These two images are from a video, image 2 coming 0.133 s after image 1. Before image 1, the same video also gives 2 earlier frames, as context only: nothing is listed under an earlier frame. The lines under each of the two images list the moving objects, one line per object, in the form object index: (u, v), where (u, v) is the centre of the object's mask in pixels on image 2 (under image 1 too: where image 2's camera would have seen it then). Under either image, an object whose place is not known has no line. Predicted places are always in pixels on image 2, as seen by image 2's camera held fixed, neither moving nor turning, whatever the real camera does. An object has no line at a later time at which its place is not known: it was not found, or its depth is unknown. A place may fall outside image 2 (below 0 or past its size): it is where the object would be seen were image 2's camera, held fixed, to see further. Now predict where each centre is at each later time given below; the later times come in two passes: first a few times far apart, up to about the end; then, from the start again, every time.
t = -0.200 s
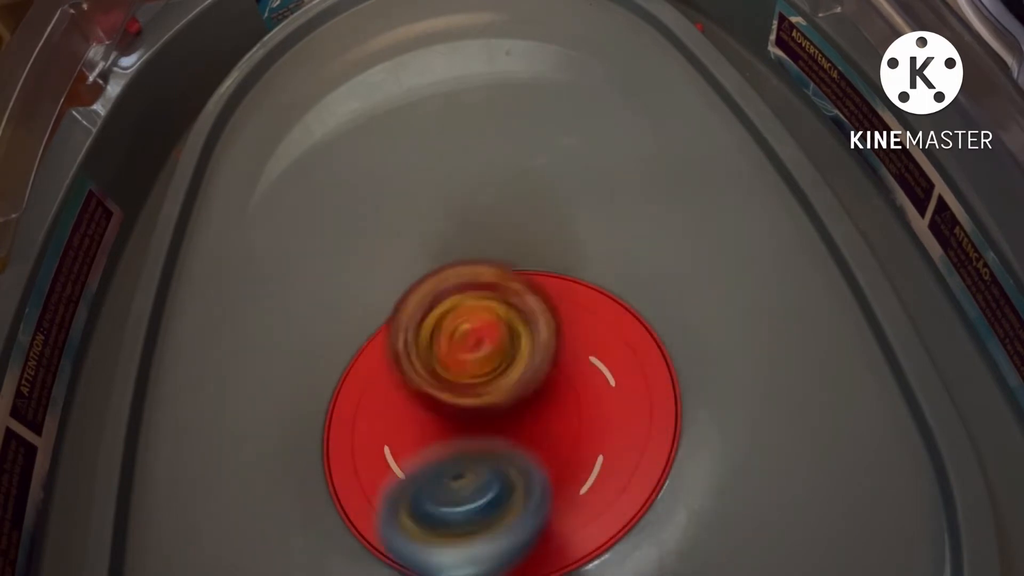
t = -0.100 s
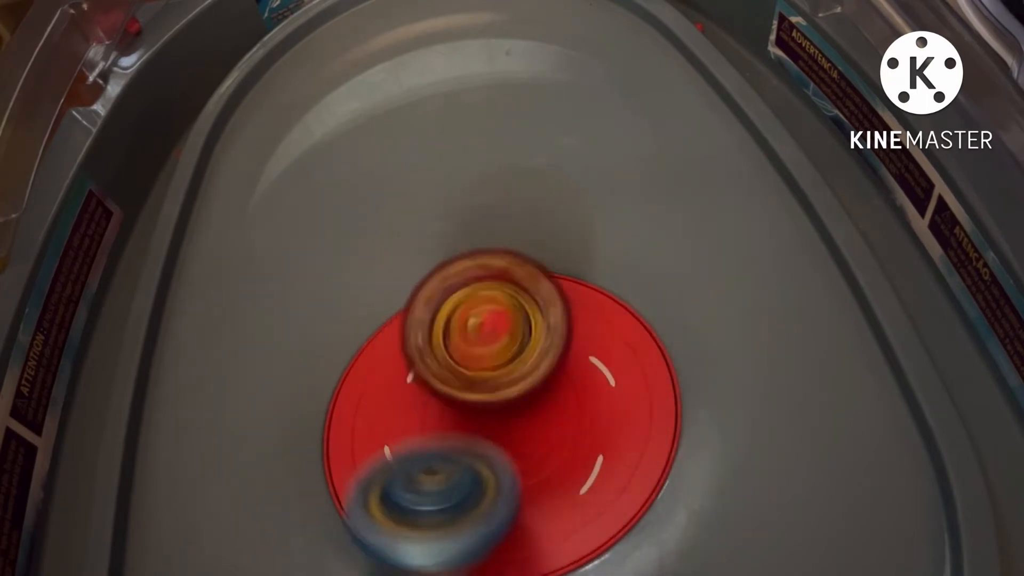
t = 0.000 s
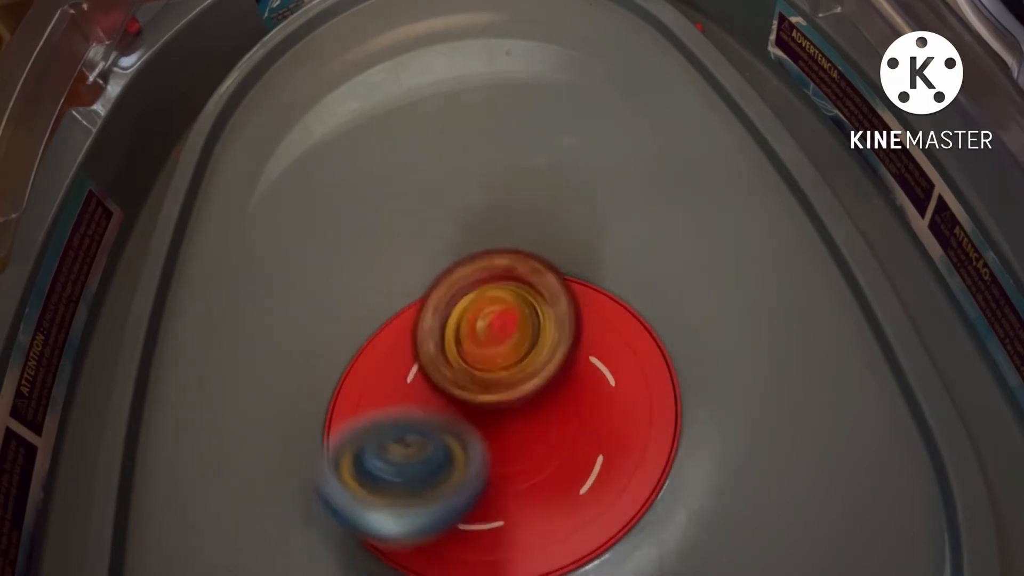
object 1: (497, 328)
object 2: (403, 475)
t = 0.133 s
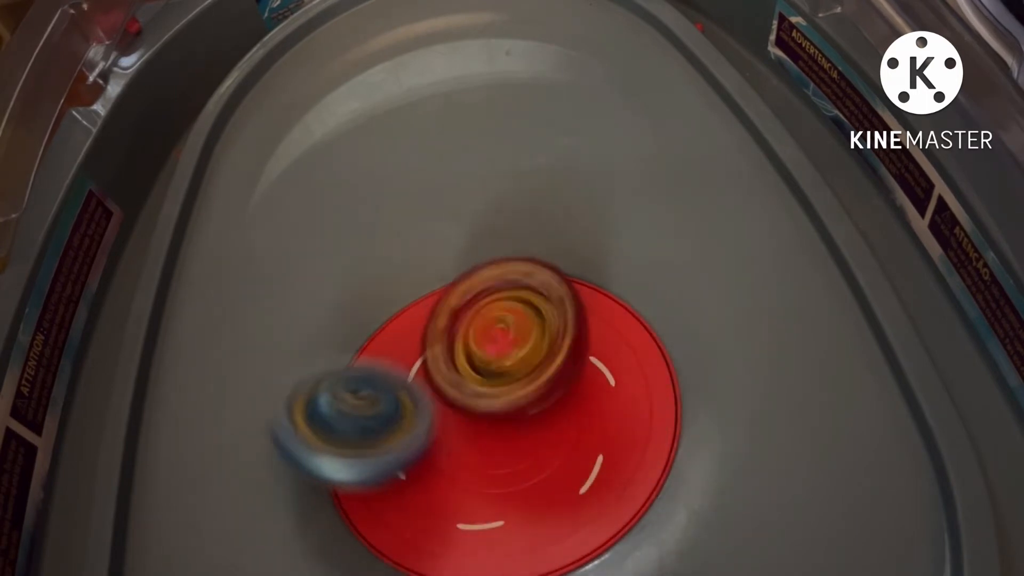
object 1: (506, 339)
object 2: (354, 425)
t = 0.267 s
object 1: (510, 353)
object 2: (323, 371)
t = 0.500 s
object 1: (489, 386)
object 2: (359, 317)
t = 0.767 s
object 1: (473, 408)
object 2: (407, 288)
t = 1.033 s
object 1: (459, 387)
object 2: (515, 251)
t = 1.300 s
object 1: (455, 371)
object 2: (614, 305)
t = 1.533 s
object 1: (463, 365)
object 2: (644, 405)
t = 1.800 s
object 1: (478, 357)
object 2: (577, 495)
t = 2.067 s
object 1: (479, 286)
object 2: (452, 537)
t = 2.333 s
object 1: (453, 286)
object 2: (389, 483)
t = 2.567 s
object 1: (493, 336)
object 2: (314, 377)
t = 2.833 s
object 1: (557, 311)
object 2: (294, 241)
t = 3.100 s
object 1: (515, 368)
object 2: (364, 132)
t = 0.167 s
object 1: (509, 340)
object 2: (340, 411)
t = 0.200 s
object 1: (510, 345)
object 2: (328, 396)
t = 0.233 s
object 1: (510, 350)
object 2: (323, 382)
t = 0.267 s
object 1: (510, 353)
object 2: (323, 371)
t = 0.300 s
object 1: (507, 357)
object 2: (326, 362)
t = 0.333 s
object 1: (506, 361)
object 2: (331, 354)
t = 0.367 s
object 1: (504, 363)
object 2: (338, 346)
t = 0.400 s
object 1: (499, 366)
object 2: (346, 339)
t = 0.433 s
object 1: (499, 372)
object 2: (349, 331)
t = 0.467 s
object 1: (495, 380)
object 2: (352, 324)
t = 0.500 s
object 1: (489, 386)
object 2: (359, 317)
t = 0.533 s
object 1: (490, 388)
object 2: (364, 313)
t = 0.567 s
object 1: (490, 391)
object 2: (370, 308)
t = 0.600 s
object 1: (489, 395)
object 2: (378, 304)
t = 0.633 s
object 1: (486, 399)
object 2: (386, 302)
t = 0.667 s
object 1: (482, 403)
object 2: (392, 298)
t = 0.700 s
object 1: (480, 405)
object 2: (397, 296)
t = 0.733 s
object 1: (477, 407)
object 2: (402, 291)
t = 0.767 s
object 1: (473, 408)
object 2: (407, 288)
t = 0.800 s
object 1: (472, 407)
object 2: (415, 283)
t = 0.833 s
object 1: (470, 406)
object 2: (423, 277)
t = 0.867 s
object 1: (468, 404)
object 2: (435, 271)
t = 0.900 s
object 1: (463, 401)
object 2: (447, 266)
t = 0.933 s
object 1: (463, 397)
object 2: (463, 260)
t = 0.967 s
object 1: (463, 392)
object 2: (480, 255)
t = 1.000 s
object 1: (463, 388)
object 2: (498, 253)
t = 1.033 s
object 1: (459, 387)
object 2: (515, 251)
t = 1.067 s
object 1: (455, 381)
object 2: (526, 255)
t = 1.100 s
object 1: (454, 378)
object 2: (540, 256)
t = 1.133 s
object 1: (455, 376)
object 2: (554, 261)
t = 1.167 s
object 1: (454, 376)
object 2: (565, 268)
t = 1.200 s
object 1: (452, 375)
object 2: (576, 276)
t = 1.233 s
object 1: (450, 374)
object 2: (586, 285)
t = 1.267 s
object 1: (453, 372)
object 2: (599, 295)
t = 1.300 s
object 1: (455, 371)
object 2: (614, 305)
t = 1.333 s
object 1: (454, 372)
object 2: (624, 316)
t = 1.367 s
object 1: (451, 371)
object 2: (632, 332)
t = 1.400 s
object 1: (453, 369)
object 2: (637, 348)
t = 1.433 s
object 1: (456, 368)
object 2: (642, 362)
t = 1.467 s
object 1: (457, 368)
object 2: (646, 377)
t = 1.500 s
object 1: (457, 367)
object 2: (646, 392)
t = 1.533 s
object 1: (463, 365)
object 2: (644, 405)
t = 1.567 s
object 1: (464, 364)
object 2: (636, 418)
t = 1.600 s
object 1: (469, 366)
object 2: (628, 431)
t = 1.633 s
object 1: (472, 367)
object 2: (620, 445)
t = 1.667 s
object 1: (472, 361)
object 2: (614, 459)
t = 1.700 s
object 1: (476, 359)
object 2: (610, 473)
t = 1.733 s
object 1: (479, 356)
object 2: (604, 485)
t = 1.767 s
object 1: (480, 356)
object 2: (590, 490)
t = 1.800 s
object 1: (478, 357)
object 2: (577, 495)
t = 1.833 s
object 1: (473, 356)
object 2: (561, 498)
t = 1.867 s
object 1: (473, 354)
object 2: (546, 500)
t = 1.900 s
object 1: (475, 352)
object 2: (530, 502)
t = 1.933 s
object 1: (481, 347)
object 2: (514, 503)
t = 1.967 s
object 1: (486, 330)
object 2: (496, 515)
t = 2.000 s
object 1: (483, 307)
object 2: (480, 527)
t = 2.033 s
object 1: (478, 297)
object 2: (465, 533)
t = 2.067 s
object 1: (479, 286)
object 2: (452, 537)
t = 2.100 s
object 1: (476, 278)
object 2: (439, 538)
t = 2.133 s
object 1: (473, 274)
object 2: (428, 538)
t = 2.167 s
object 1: (471, 272)
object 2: (416, 536)
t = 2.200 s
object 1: (467, 271)
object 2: (409, 532)
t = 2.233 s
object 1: (463, 274)
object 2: (402, 527)
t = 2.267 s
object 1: (458, 278)
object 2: (398, 517)
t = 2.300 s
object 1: (453, 281)
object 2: (391, 504)
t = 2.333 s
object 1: (453, 286)
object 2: (389, 483)
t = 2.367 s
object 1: (454, 289)
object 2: (385, 466)
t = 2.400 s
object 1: (456, 296)
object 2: (379, 444)
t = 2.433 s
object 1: (457, 302)
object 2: (367, 430)
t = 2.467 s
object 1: (468, 298)
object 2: (349, 418)
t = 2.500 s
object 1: (477, 309)
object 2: (334, 406)
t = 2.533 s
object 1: (477, 325)
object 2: (324, 394)
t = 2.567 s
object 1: (493, 336)
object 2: (314, 377)
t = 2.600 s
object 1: (526, 339)
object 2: (297, 365)
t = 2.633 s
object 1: (552, 336)
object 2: (287, 349)
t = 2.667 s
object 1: (571, 330)
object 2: (282, 333)
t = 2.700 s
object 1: (578, 327)
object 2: (281, 317)
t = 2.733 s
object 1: (576, 322)
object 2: (283, 300)
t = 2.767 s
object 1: (570, 318)
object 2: (283, 284)
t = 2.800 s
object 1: (563, 314)
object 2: (289, 260)
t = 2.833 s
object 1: (557, 311)
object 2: (294, 241)
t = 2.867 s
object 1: (545, 311)
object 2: (296, 228)
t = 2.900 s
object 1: (531, 313)
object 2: (303, 211)
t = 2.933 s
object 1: (517, 321)
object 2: (312, 196)
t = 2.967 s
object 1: (504, 332)
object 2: (323, 179)
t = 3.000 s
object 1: (495, 347)
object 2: (330, 168)
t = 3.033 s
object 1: (495, 360)
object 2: (338, 155)
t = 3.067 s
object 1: (503, 368)
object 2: (351, 144)
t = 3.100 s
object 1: (515, 368)
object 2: (364, 132)
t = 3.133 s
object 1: (525, 364)
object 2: (379, 120)
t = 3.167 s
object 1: (531, 359)
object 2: (399, 110)
